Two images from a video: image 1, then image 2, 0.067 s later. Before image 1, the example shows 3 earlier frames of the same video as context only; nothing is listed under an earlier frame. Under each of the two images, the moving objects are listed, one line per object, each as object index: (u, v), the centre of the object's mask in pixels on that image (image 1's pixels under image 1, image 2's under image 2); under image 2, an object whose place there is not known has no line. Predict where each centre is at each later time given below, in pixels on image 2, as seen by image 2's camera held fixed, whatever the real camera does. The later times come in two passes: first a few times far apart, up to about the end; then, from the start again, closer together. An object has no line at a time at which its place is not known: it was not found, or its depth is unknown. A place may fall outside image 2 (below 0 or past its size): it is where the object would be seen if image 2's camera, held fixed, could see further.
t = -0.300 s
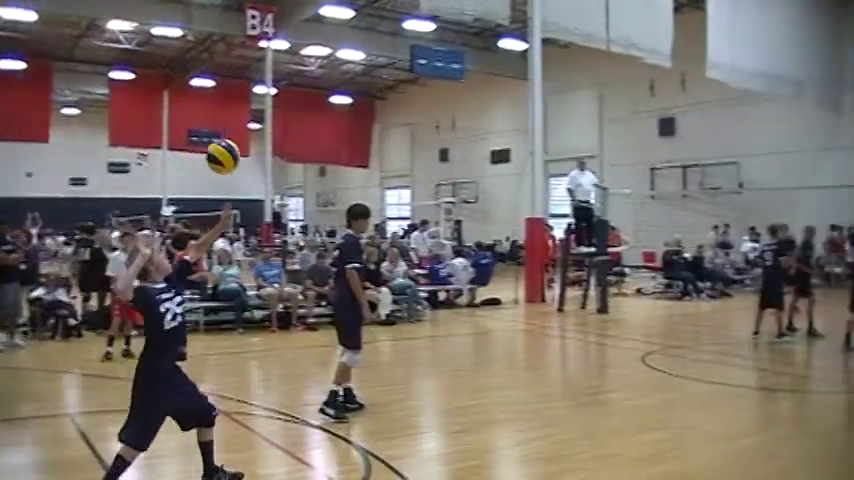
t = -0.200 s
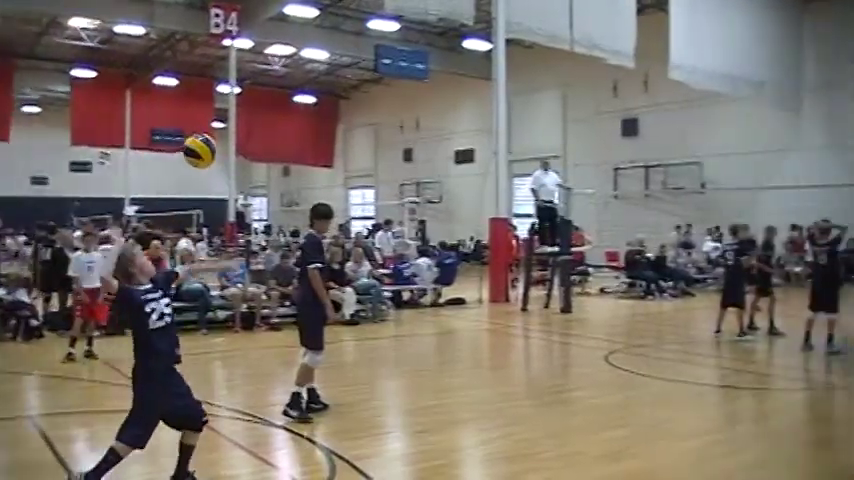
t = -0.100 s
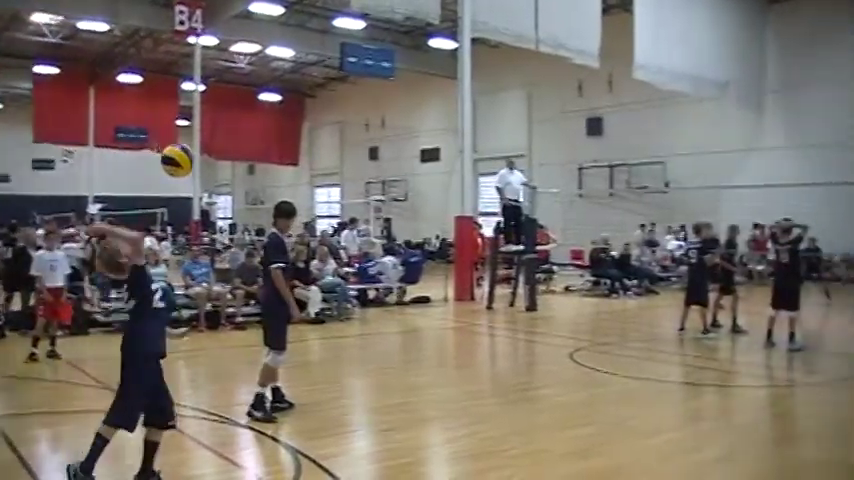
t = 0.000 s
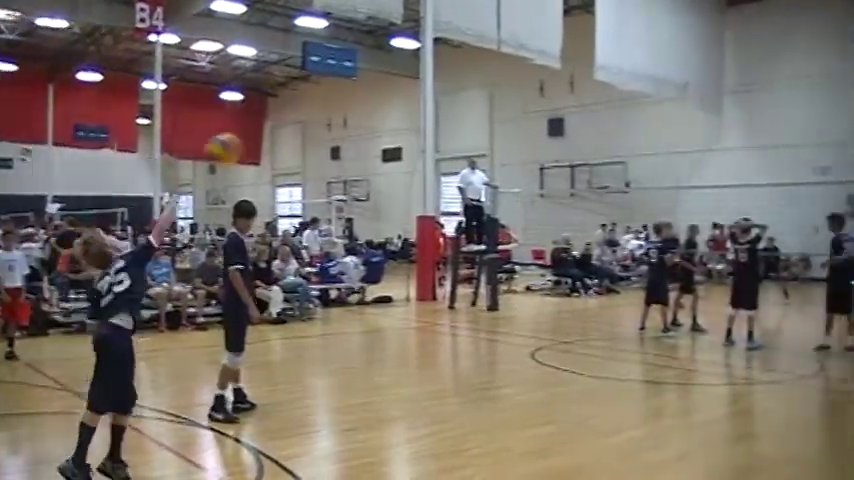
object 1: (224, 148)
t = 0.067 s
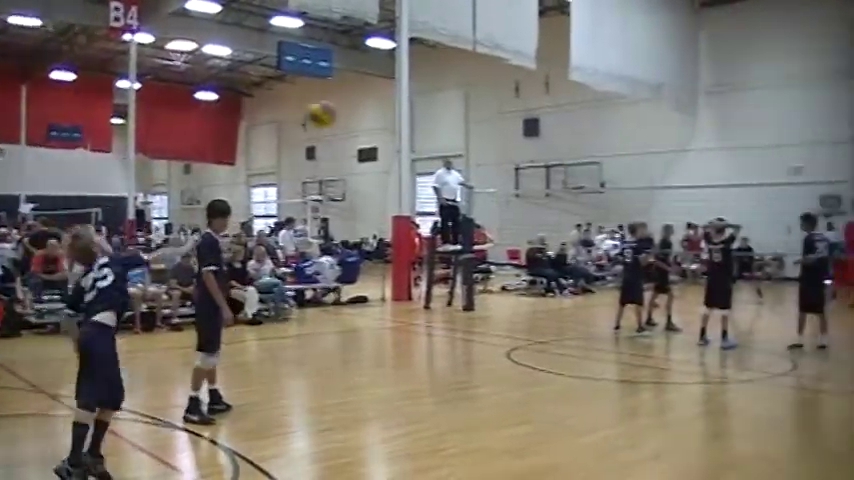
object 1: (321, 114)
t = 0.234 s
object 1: (540, 71)
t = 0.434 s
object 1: (702, 73)
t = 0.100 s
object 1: (374, 102)
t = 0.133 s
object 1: (421, 91)
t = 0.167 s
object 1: (466, 83)
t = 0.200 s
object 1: (505, 78)
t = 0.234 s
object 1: (540, 71)
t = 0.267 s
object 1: (574, 70)
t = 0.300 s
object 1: (603, 68)
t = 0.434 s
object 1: (702, 73)
